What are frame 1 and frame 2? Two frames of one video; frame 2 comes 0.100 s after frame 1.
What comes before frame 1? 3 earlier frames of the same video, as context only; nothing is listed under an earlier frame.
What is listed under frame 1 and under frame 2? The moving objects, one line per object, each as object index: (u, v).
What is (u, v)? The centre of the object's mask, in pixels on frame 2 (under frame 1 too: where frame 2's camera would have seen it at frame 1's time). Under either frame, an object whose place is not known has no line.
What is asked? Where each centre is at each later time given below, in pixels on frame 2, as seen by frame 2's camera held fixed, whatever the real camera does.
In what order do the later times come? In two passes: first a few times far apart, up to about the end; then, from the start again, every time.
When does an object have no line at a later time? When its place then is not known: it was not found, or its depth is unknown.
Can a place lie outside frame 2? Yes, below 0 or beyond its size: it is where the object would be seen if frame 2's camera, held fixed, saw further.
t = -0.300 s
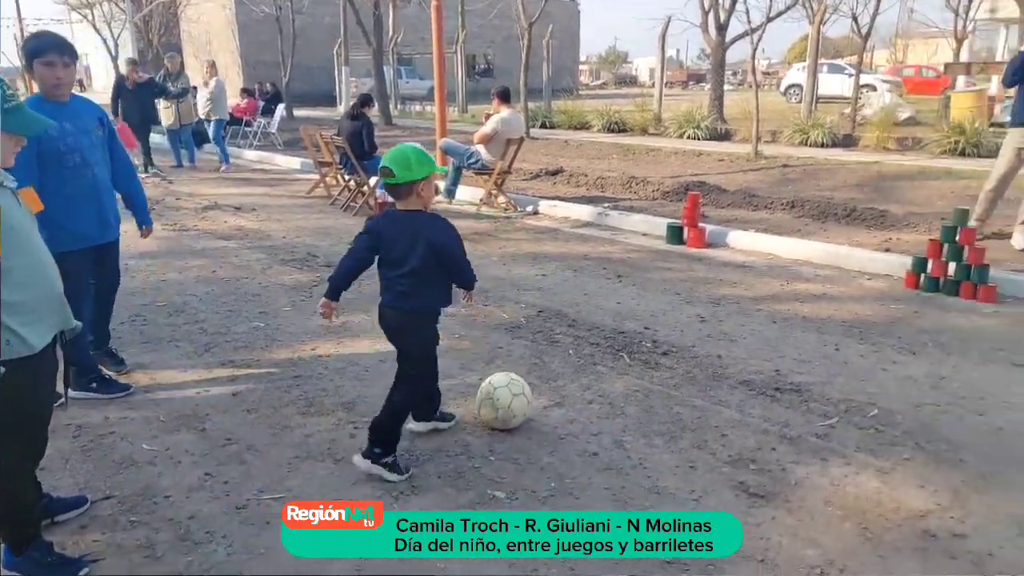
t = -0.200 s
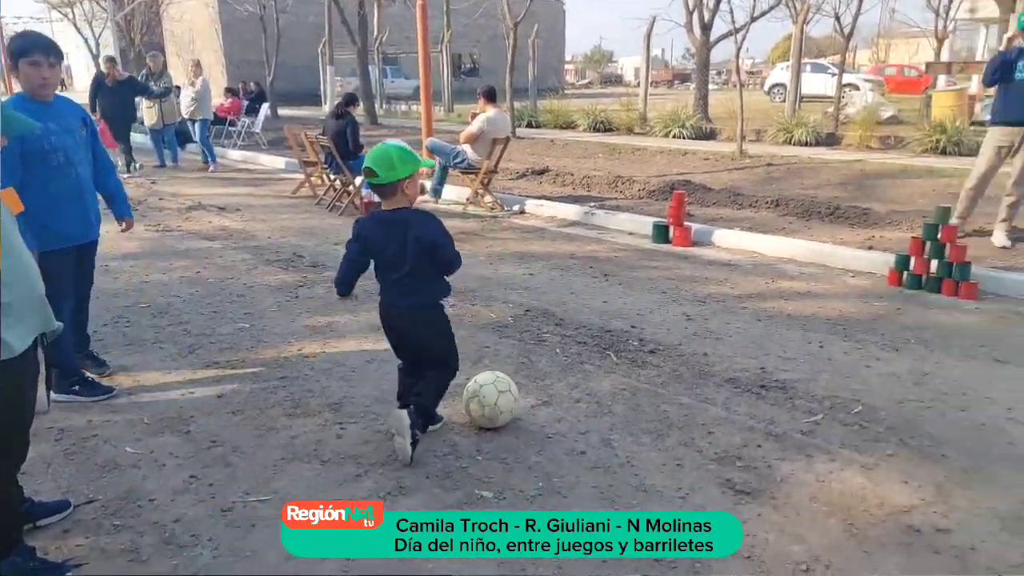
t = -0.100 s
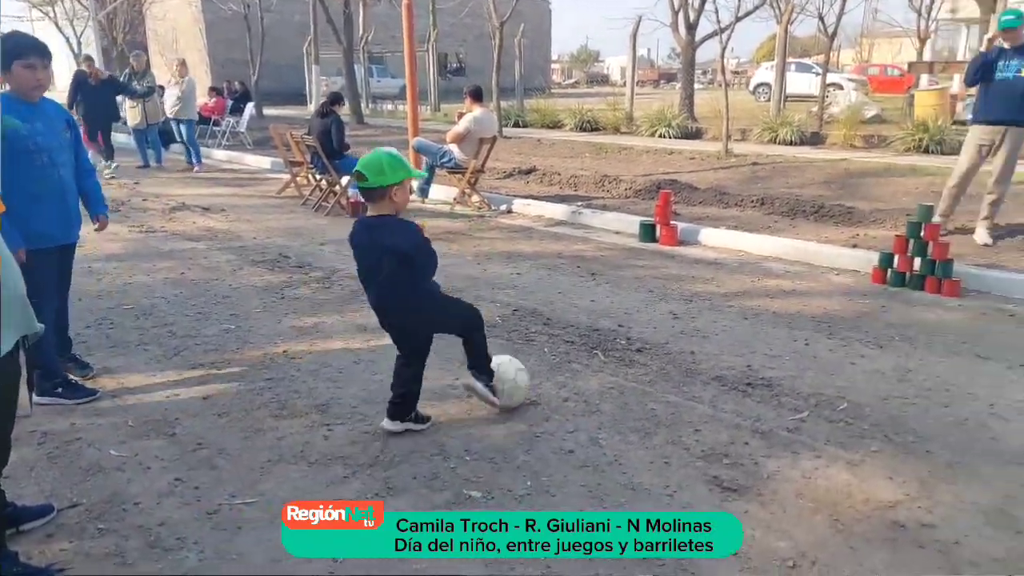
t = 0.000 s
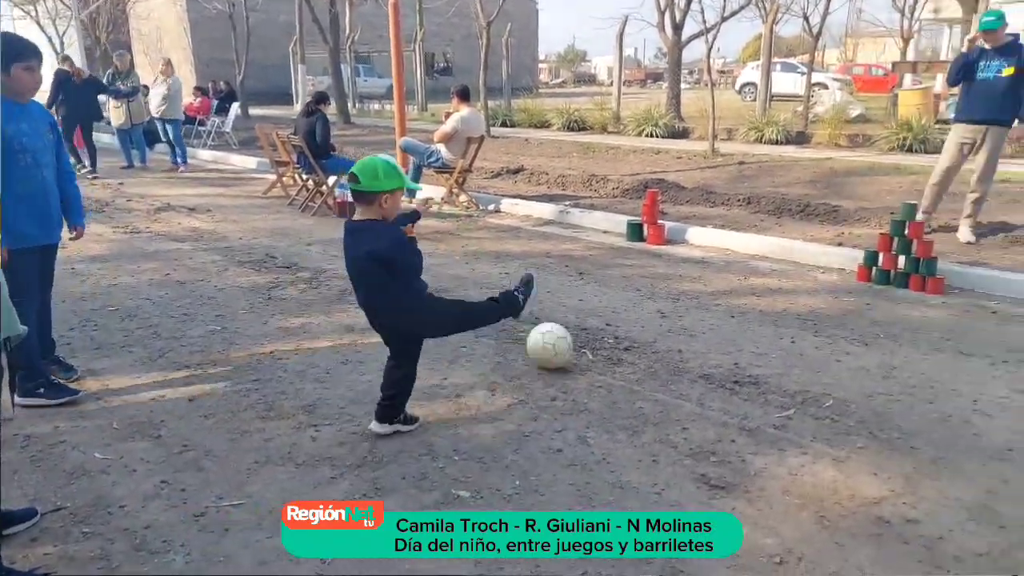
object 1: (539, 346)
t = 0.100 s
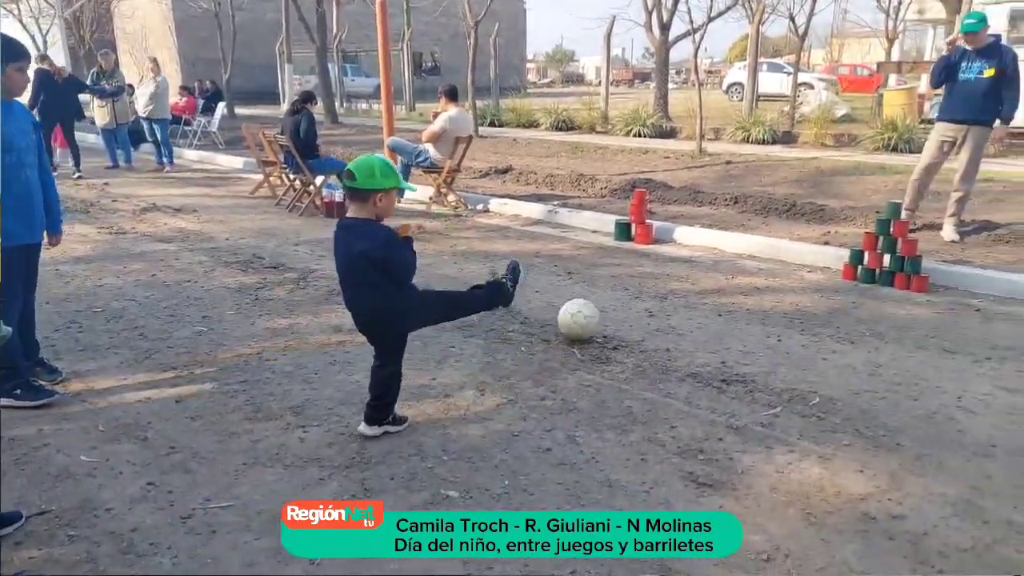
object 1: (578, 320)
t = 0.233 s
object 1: (621, 299)
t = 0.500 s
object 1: (679, 271)
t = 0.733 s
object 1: (717, 256)
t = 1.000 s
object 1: (738, 233)
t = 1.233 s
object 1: (710, 216)
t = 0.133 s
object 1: (589, 314)
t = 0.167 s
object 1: (599, 308)
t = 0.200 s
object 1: (610, 303)
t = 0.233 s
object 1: (621, 299)
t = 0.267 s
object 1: (628, 295)
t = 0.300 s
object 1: (638, 290)
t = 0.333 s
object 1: (645, 284)
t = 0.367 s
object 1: (652, 280)
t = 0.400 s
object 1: (659, 278)
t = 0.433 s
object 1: (666, 276)
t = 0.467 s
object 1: (672, 274)
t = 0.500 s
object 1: (679, 271)
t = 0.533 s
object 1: (684, 268)
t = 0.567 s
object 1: (690, 267)
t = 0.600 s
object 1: (695, 265)
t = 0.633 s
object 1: (700, 263)
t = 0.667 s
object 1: (704, 262)
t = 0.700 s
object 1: (711, 258)
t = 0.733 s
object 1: (717, 256)
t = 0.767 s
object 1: (721, 254)
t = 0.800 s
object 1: (726, 254)
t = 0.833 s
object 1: (731, 253)
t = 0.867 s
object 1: (734, 250)
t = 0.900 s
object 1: (737, 248)
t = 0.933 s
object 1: (741, 246)
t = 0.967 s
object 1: (742, 241)
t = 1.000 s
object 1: (738, 233)
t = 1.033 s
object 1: (735, 226)
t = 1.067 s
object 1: (731, 221)
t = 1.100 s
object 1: (726, 217)
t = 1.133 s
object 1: (724, 216)
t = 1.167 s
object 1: (720, 215)
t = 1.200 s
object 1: (716, 215)
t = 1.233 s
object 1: (710, 216)
